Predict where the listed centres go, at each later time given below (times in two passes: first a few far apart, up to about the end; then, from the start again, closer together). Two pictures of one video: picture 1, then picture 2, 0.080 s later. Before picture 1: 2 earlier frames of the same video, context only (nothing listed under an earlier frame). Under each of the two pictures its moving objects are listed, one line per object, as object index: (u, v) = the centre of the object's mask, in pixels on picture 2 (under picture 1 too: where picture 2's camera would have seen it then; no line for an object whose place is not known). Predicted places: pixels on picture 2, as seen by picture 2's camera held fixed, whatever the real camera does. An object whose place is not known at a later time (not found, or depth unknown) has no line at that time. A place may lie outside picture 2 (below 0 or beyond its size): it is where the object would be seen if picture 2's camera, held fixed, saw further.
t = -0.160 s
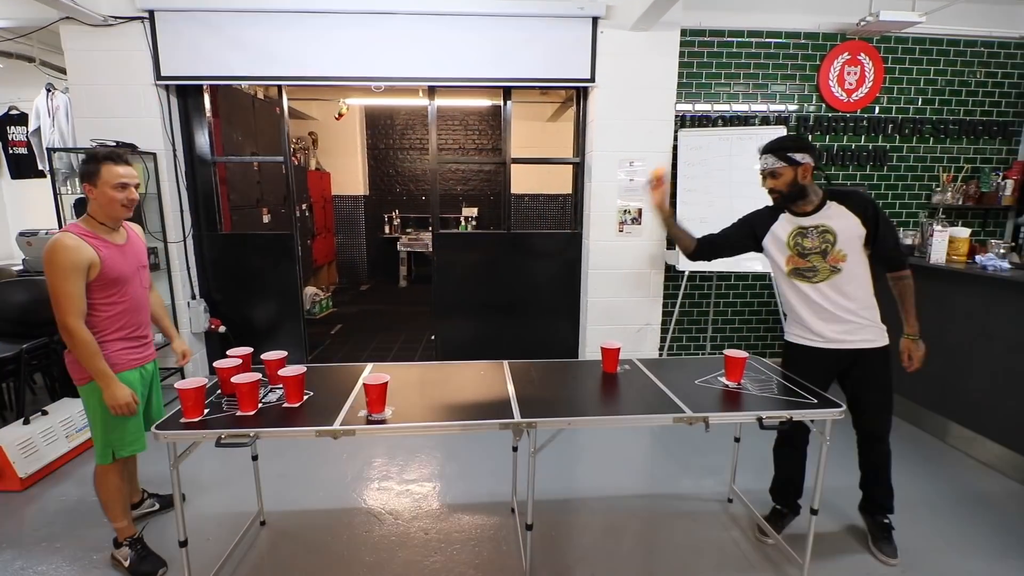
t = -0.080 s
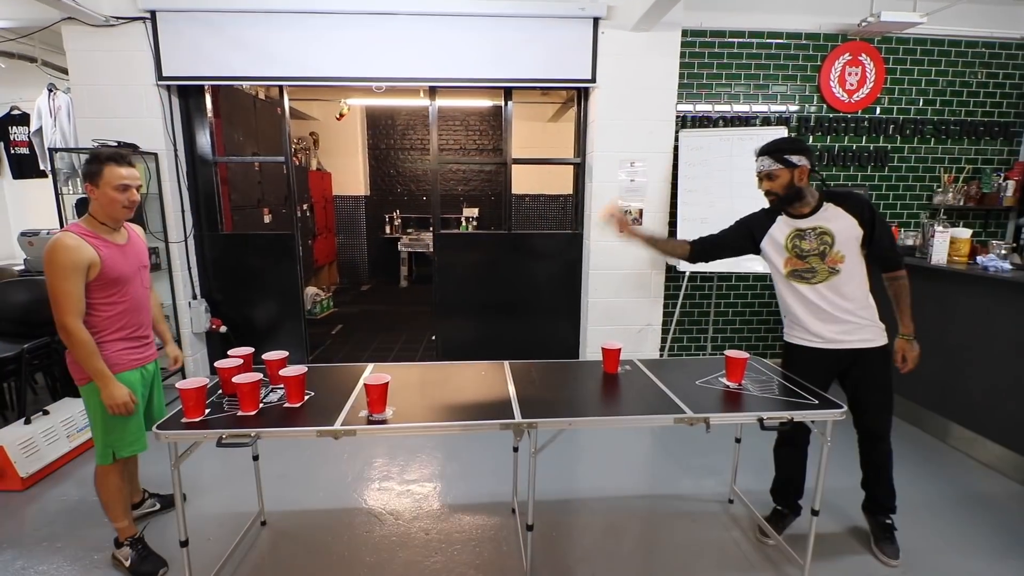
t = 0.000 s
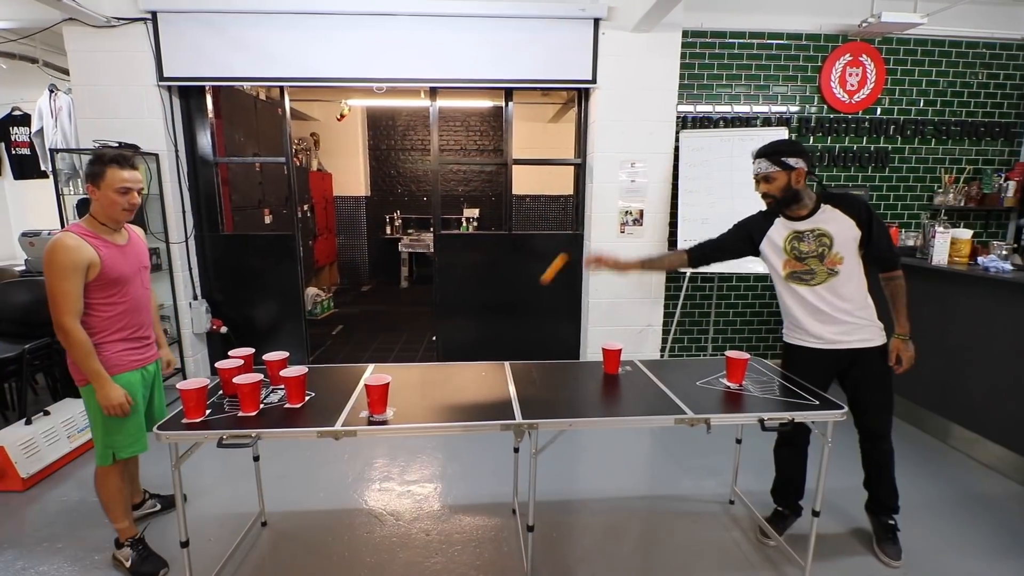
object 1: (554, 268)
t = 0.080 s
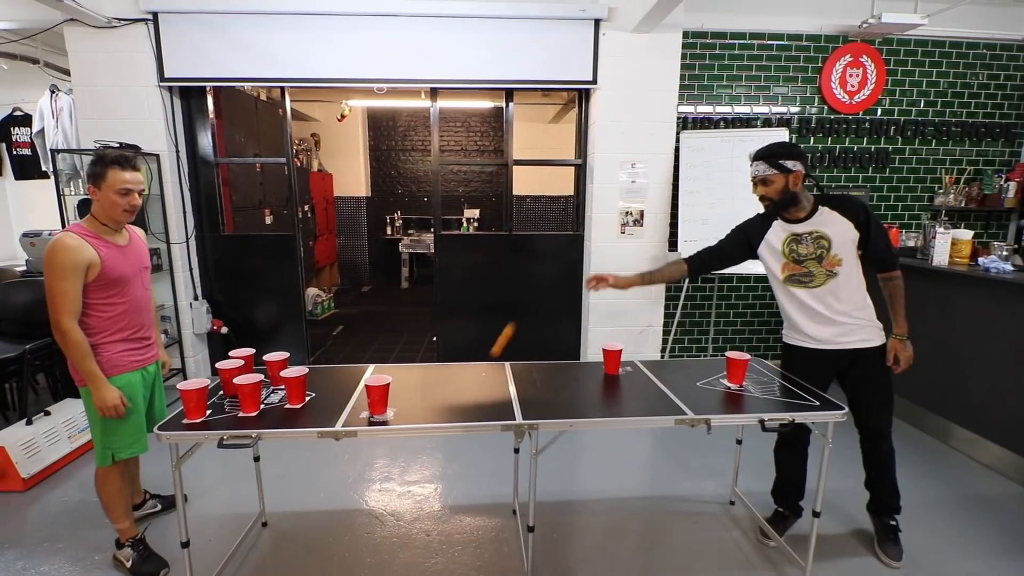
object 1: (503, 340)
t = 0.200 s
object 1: (440, 352)
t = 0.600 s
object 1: (258, 372)
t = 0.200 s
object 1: (440, 352)
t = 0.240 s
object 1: (422, 338)
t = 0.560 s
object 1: (276, 371)
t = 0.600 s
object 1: (258, 372)
